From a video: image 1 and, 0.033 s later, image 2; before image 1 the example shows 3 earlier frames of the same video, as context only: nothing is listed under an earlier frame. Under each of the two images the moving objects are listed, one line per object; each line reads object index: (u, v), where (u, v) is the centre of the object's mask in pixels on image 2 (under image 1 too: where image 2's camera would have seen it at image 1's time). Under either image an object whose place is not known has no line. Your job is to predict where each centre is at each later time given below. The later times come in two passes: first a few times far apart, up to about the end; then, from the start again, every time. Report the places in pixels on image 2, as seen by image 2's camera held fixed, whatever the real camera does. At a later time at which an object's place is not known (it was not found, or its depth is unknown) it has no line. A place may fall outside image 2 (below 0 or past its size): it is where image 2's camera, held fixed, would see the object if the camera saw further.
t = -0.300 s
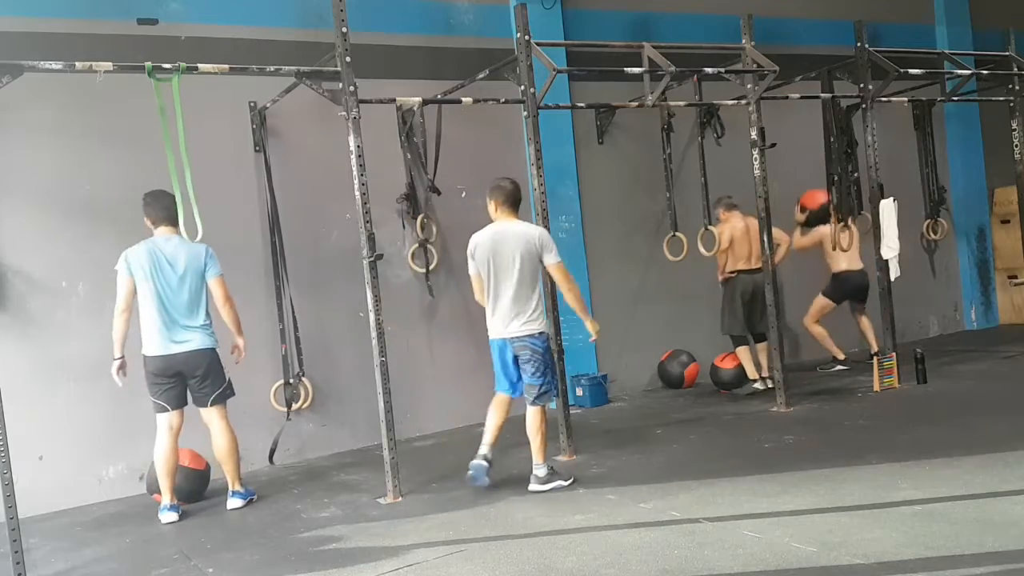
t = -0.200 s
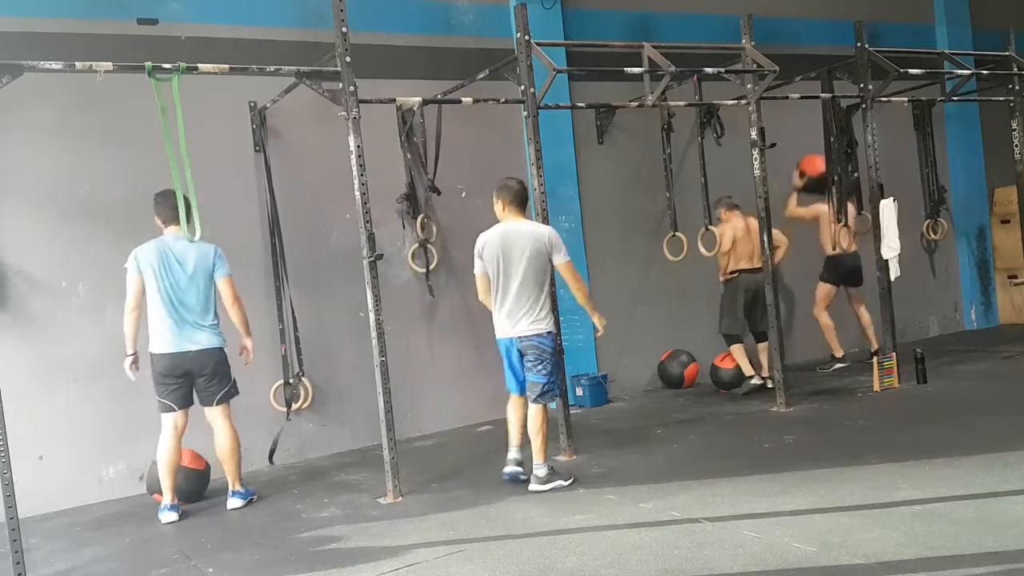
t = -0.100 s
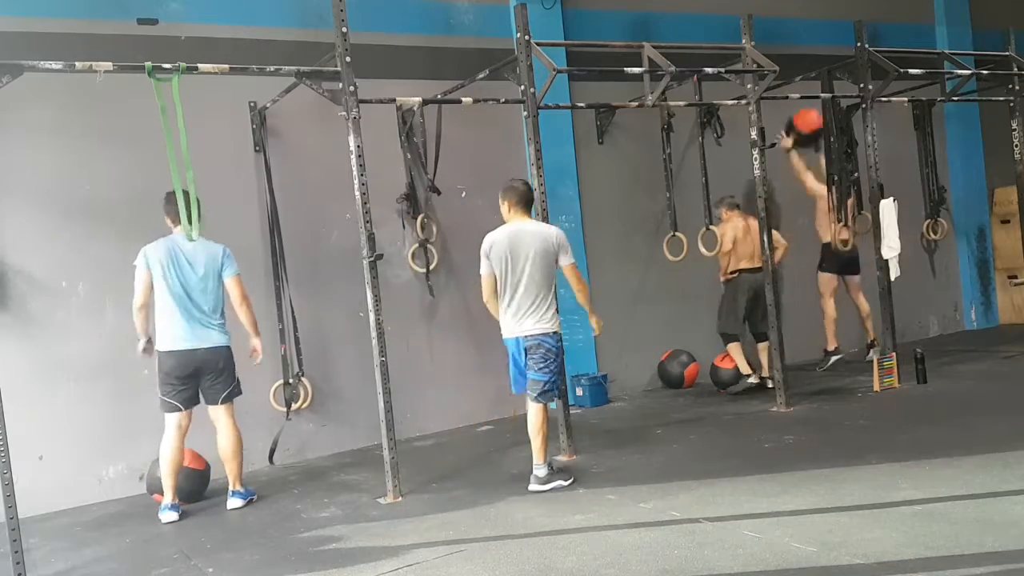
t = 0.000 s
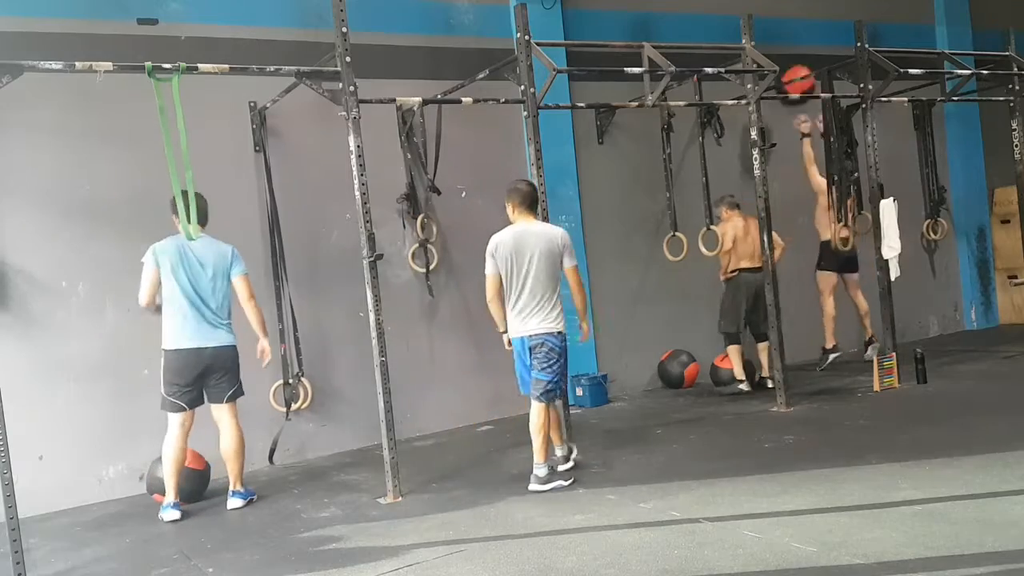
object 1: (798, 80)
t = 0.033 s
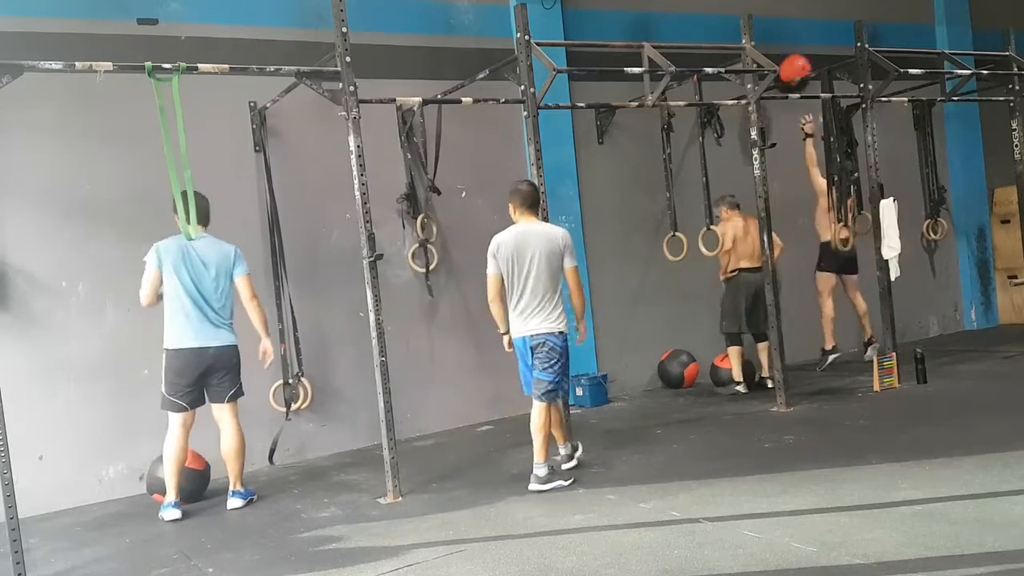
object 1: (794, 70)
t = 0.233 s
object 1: (777, 30)
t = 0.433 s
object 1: (773, 22)
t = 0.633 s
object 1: (785, 55)
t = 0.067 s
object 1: (791, 60)
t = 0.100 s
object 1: (788, 52)
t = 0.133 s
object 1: (785, 45)
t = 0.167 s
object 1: (783, 38)
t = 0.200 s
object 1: (780, 33)
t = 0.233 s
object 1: (777, 30)
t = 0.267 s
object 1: (773, 25)
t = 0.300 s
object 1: (773, 26)
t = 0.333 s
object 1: (770, 21)
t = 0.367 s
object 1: (771, 21)
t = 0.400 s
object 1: (772, 21)
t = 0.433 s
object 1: (773, 22)
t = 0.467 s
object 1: (774, 25)
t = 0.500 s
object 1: (775, 29)
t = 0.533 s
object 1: (777, 33)
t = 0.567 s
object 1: (779, 40)
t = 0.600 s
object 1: (782, 47)
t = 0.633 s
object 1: (785, 55)
